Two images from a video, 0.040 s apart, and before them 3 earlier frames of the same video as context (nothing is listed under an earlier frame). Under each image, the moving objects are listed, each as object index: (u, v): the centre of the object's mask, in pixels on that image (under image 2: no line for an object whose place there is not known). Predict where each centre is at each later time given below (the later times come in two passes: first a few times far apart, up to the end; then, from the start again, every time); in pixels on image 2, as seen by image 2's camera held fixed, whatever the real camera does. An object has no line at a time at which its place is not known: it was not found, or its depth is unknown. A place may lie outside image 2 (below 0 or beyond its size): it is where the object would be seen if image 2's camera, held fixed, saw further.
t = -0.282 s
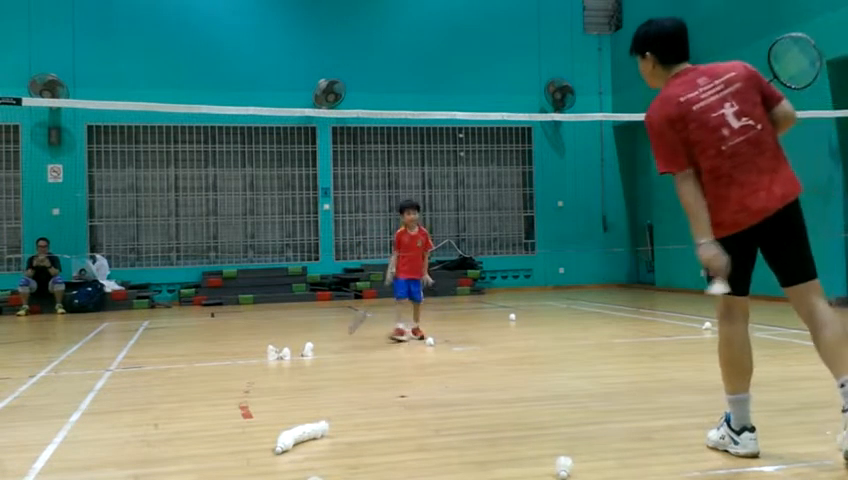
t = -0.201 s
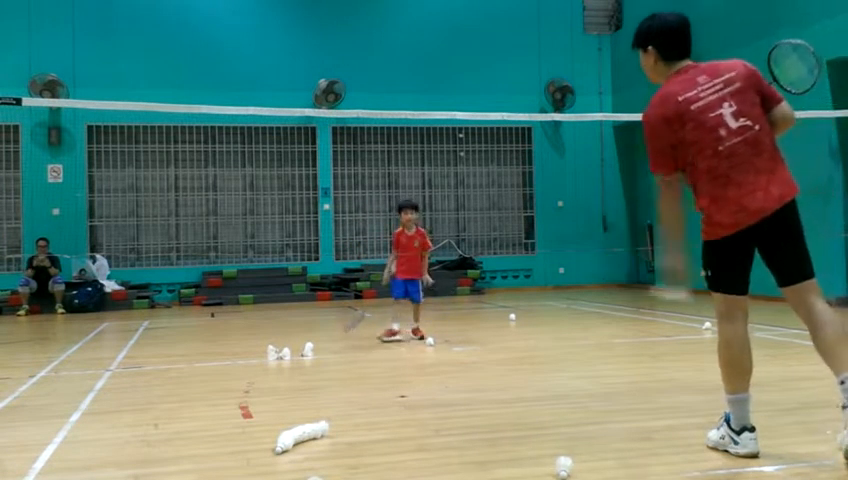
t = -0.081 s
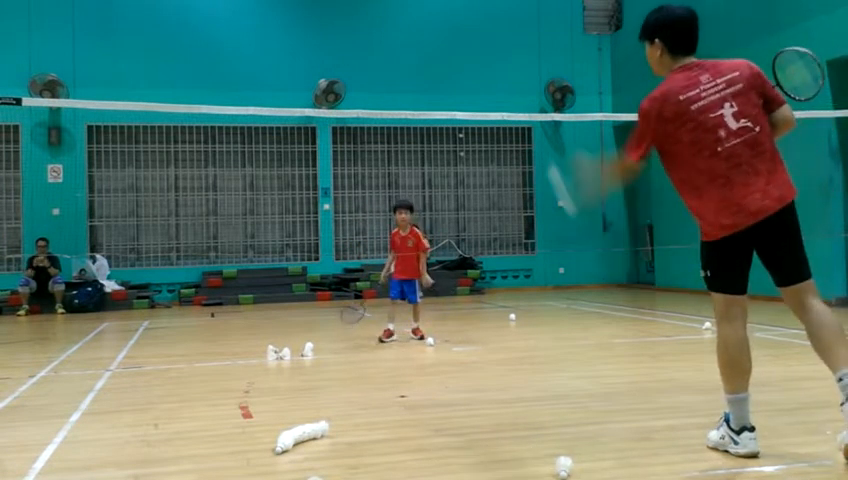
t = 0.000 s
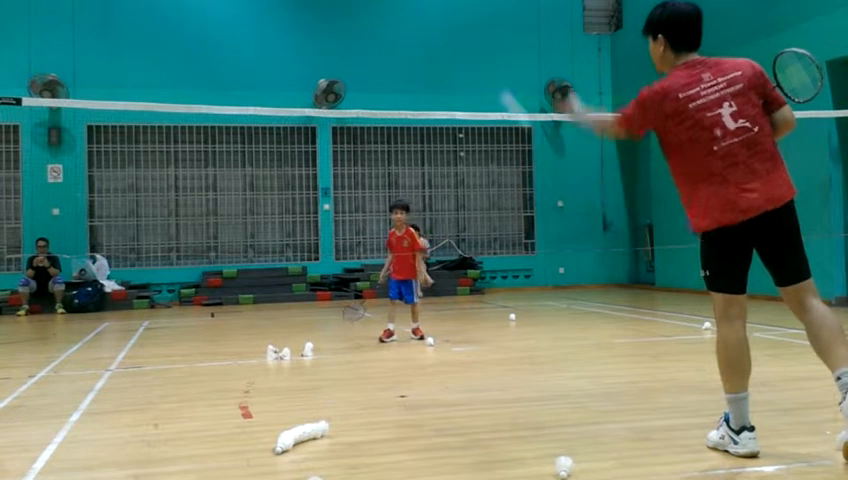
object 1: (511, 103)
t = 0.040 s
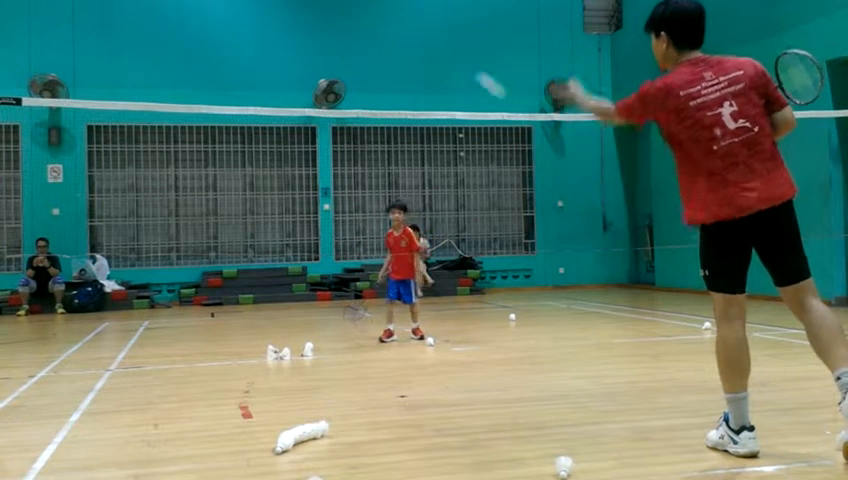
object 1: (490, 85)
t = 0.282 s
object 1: (391, 29)
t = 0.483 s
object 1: (343, 59)
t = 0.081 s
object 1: (467, 68)
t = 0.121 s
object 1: (449, 55)
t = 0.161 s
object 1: (432, 44)
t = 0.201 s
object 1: (416, 36)
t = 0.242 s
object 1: (404, 31)
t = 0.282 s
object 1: (391, 29)
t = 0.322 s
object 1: (380, 30)
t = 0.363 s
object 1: (369, 34)
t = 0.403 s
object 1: (359, 40)
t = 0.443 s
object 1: (351, 48)
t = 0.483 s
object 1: (343, 59)
